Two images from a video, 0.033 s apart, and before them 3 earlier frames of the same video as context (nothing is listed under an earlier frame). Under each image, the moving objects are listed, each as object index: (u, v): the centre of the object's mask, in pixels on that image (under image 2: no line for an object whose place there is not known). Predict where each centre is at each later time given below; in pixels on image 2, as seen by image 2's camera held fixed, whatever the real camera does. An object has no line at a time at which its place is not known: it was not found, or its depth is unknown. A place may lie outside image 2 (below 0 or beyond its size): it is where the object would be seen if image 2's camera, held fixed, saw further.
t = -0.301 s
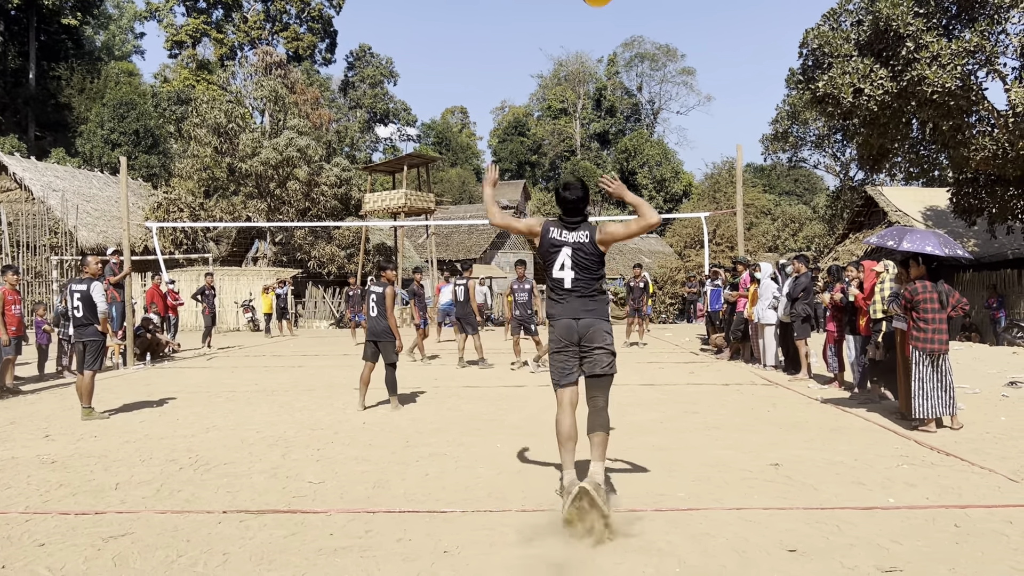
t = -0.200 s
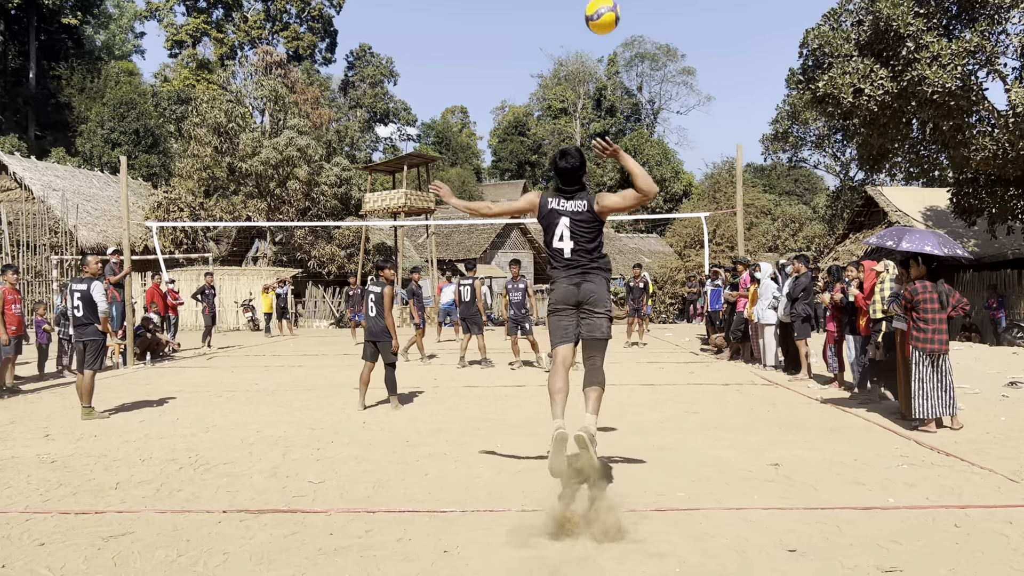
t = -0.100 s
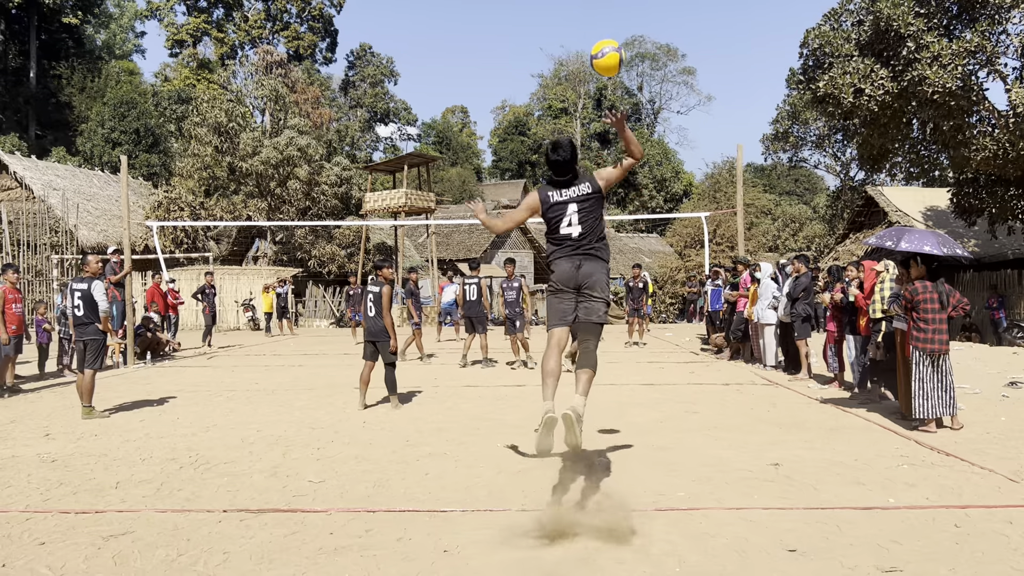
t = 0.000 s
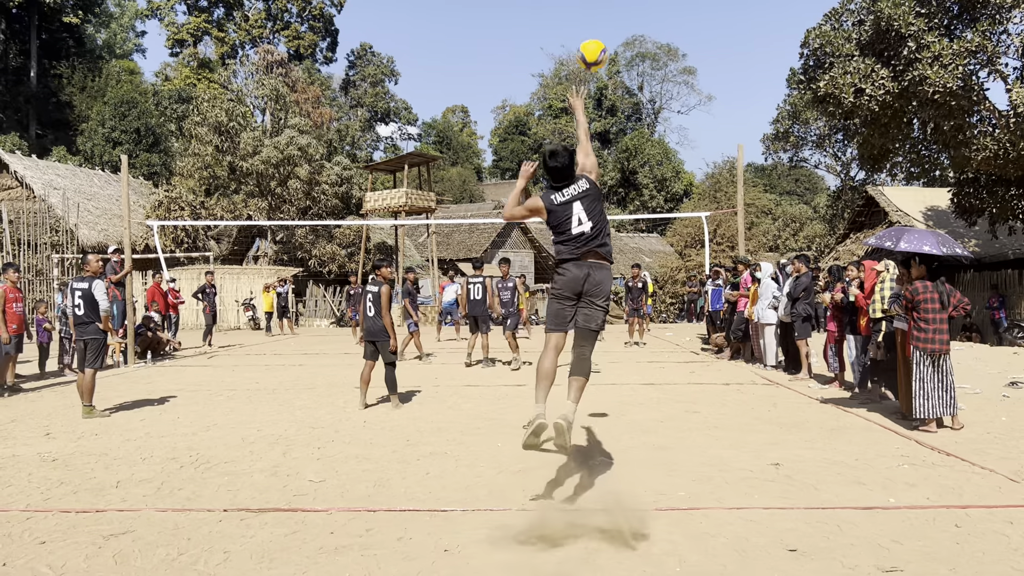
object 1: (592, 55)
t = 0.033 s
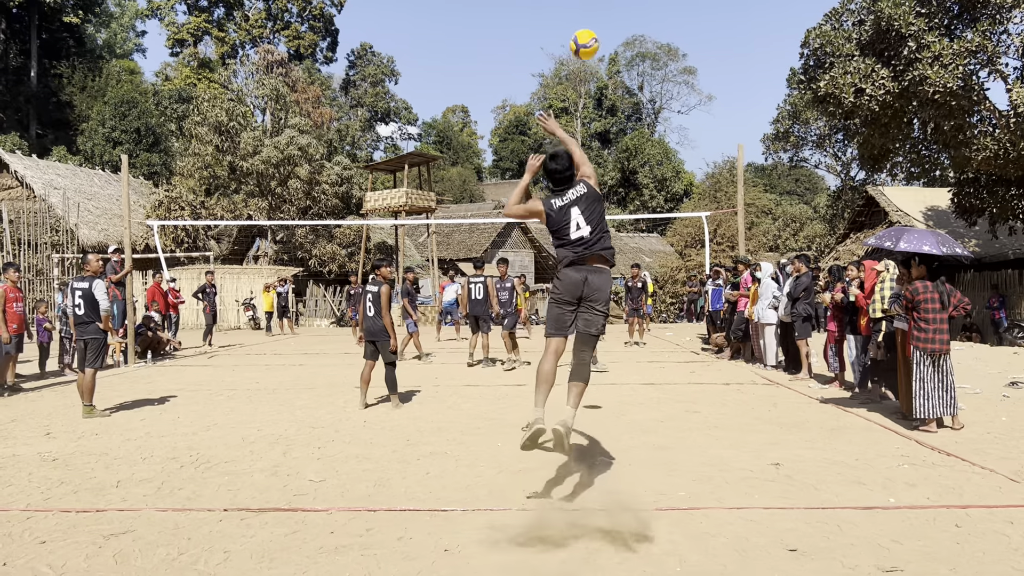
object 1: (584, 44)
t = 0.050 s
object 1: (581, 41)
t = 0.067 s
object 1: (577, 37)
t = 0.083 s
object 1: (574, 34)
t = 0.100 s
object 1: (571, 31)
